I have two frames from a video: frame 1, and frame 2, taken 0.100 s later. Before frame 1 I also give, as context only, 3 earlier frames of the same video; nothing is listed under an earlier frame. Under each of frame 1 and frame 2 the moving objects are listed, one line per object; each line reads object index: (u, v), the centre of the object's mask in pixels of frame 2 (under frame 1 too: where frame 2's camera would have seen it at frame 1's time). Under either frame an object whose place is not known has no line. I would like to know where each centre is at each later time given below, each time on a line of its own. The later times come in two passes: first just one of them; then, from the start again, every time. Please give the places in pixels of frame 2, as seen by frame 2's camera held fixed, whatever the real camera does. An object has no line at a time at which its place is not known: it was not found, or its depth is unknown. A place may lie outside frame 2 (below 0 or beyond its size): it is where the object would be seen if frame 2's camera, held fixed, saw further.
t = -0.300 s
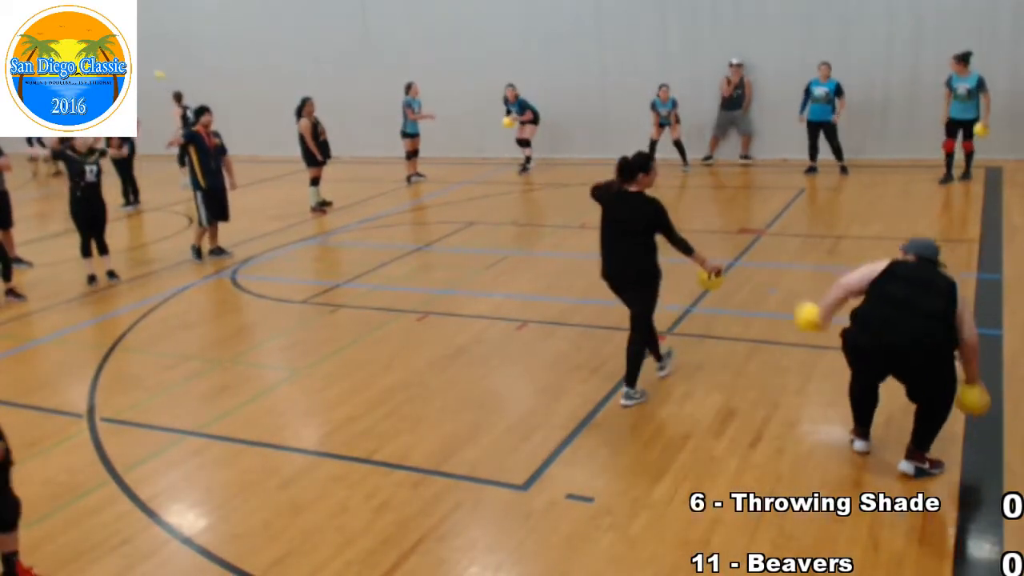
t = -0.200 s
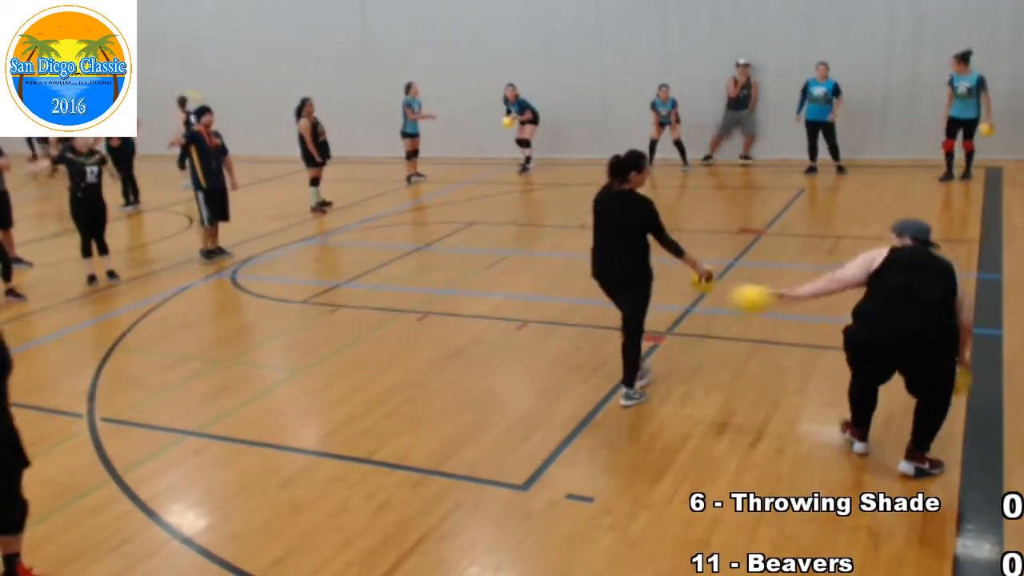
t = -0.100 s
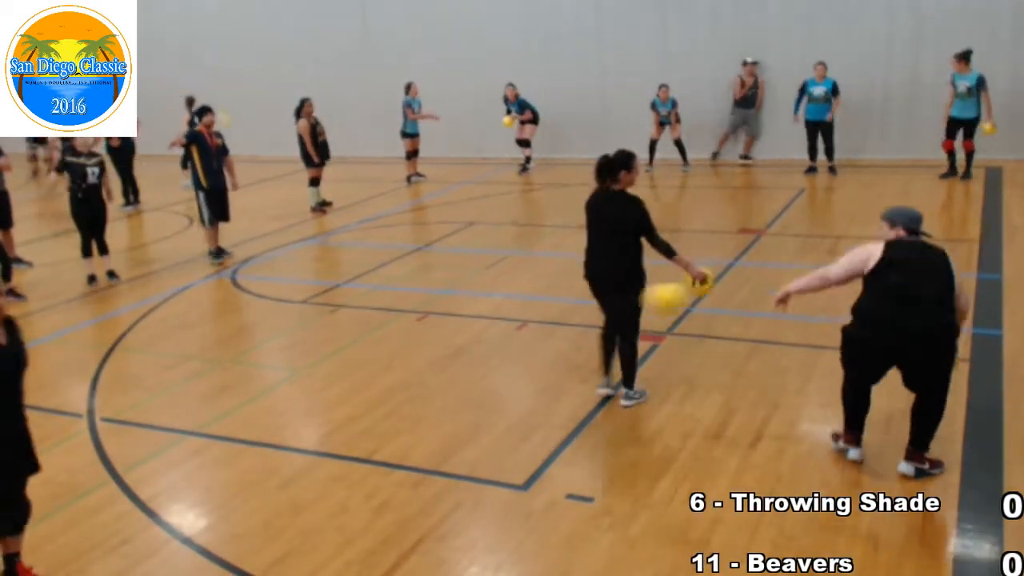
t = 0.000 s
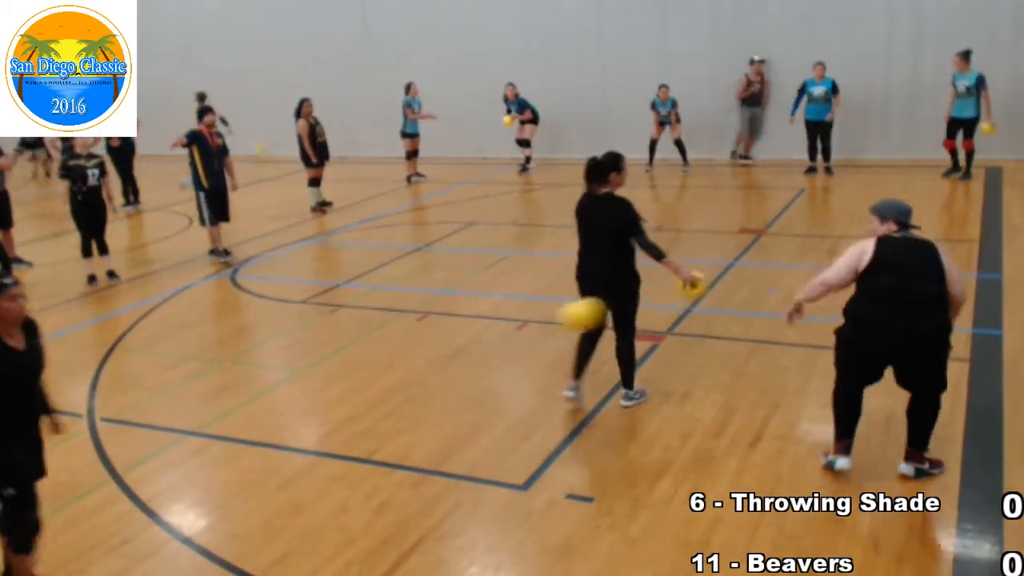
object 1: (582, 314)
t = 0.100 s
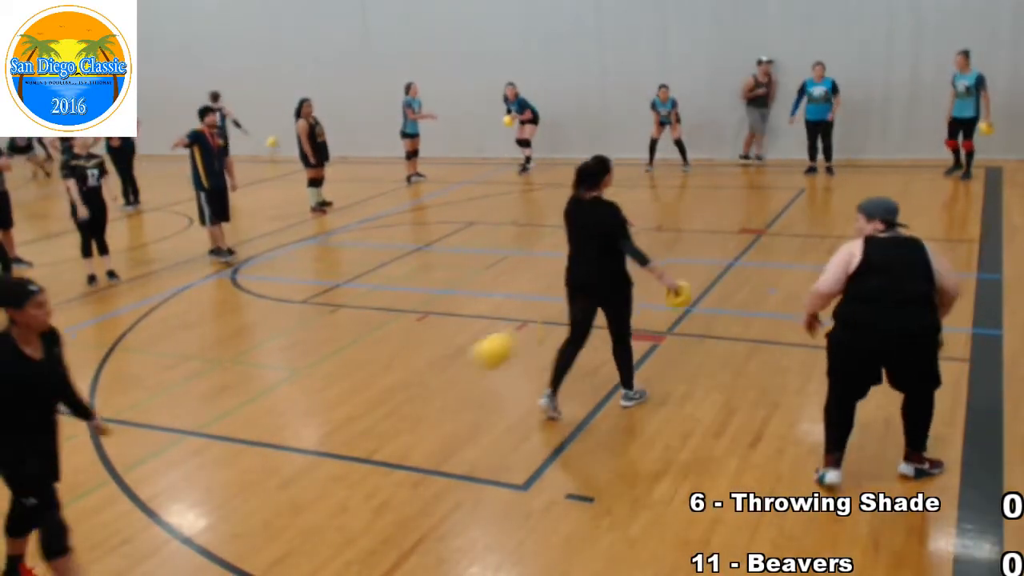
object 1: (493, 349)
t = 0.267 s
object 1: (353, 449)
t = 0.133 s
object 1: (465, 364)
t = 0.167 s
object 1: (436, 383)
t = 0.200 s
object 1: (409, 403)
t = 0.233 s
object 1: (380, 424)
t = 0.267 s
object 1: (353, 449)
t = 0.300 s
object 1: (323, 477)
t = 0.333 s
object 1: (297, 506)
